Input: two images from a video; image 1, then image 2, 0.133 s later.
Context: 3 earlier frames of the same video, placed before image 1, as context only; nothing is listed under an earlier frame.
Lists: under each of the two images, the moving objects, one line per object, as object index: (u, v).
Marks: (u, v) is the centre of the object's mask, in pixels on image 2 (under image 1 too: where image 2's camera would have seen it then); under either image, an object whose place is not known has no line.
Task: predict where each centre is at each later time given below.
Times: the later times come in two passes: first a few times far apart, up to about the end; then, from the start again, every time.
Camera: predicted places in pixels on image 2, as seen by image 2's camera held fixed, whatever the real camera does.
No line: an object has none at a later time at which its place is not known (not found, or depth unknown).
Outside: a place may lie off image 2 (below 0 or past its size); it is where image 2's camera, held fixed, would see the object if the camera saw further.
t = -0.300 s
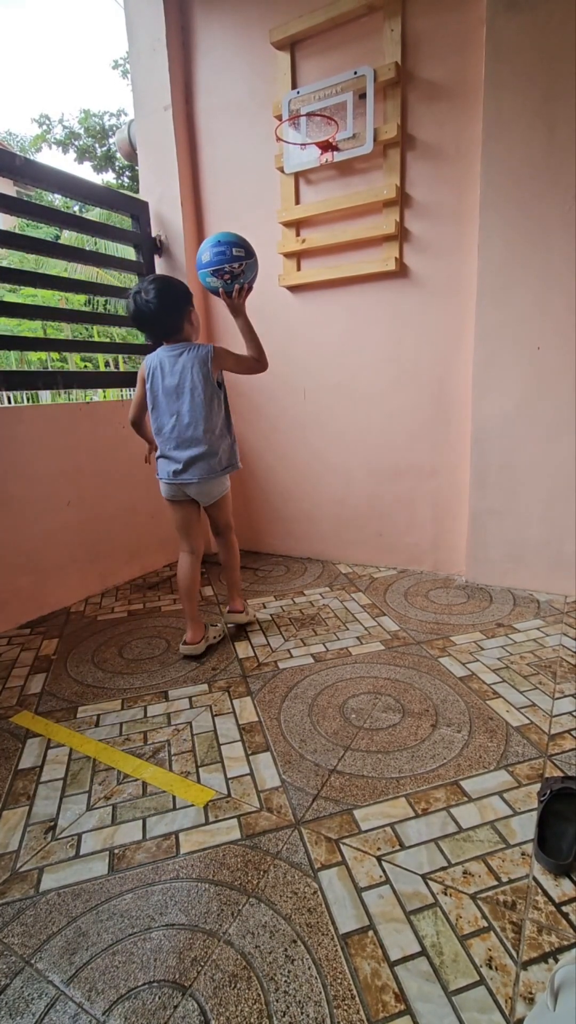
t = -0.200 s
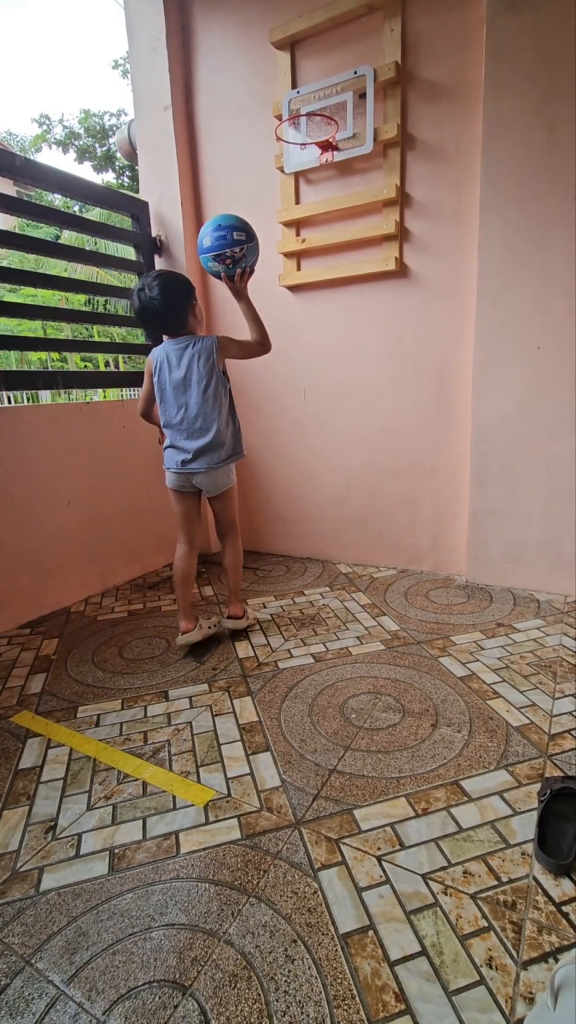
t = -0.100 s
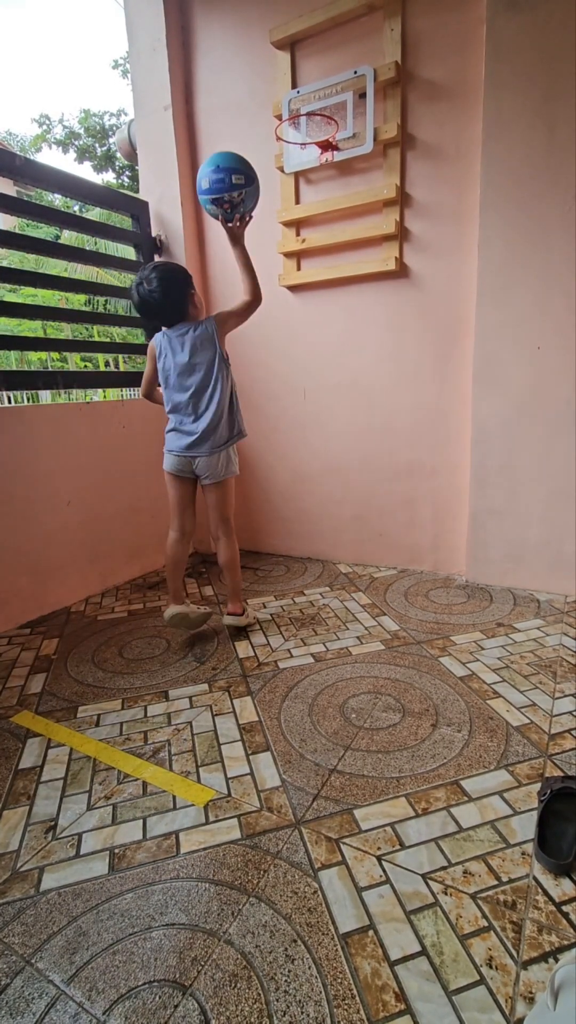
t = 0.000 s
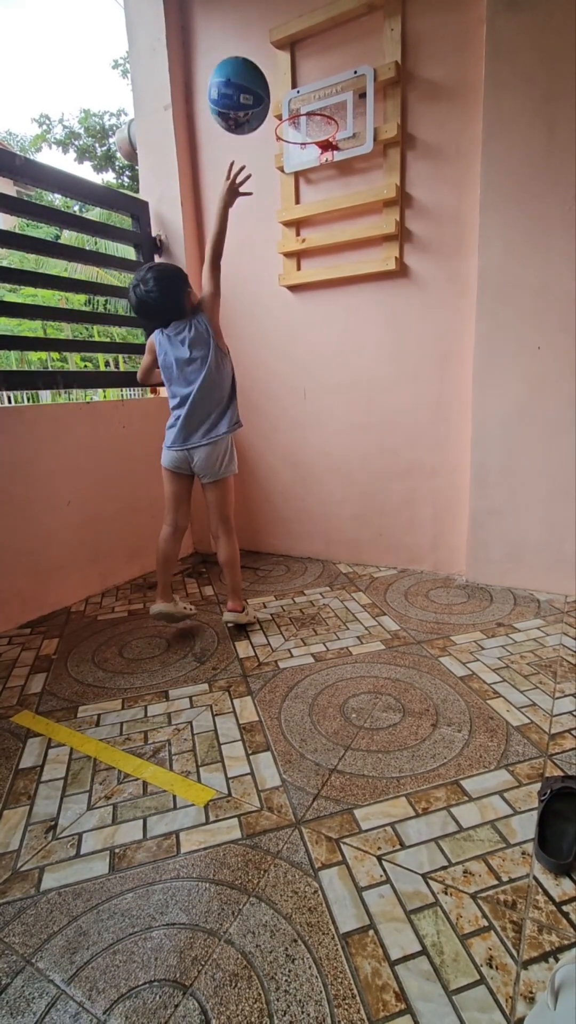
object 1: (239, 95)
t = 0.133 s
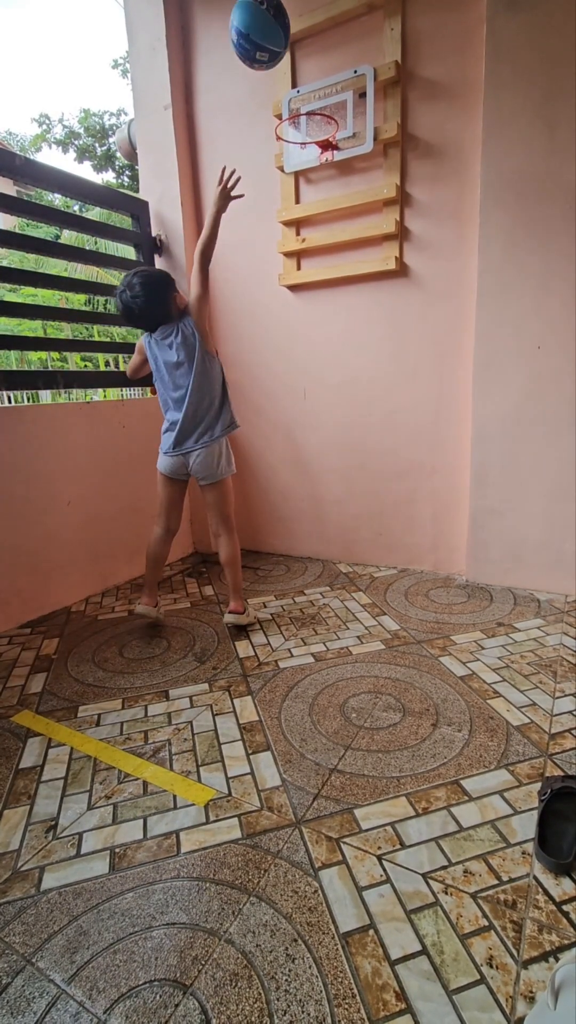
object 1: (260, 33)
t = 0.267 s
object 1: (283, 37)
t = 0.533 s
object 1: (309, 73)
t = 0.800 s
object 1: (307, 130)
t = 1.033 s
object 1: (323, 226)
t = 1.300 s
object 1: (356, 492)
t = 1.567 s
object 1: (369, 391)
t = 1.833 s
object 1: (379, 289)
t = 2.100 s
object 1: (391, 392)
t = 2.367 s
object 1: (398, 537)
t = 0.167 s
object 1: (266, 30)
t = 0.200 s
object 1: (271, 29)
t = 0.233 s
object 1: (277, 32)
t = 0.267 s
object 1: (283, 37)
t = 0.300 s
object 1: (288, 47)
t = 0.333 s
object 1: (294, 62)
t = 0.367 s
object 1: (299, 80)
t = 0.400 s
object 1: (304, 92)
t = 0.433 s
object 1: (306, 94)
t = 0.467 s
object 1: (307, 87)
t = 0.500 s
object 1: (308, 78)
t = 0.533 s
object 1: (309, 73)
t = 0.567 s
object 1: (310, 71)
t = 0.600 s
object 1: (312, 73)
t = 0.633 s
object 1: (313, 79)
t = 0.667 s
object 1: (314, 86)
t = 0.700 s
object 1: (315, 100)
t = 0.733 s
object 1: (315, 111)
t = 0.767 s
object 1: (312, 120)
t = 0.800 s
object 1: (307, 130)
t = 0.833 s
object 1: (303, 135)
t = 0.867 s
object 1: (304, 144)
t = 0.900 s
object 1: (308, 153)
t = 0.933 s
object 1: (312, 166)
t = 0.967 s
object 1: (315, 183)
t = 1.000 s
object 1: (319, 203)
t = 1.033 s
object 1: (323, 226)
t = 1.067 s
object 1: (327, 251)
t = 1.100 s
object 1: (331, 280)
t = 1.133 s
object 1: (335, 310)
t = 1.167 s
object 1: (339, 343)
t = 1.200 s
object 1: (344, 378)
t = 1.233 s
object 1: (348, 414)
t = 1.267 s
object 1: (352, 453)
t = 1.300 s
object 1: (356, 492)
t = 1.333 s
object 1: (360, 533)
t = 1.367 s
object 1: (363, 568)
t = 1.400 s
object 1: (364, 535)
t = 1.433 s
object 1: (365, 503)
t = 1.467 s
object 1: (366, 472)
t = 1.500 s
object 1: (367, 443)
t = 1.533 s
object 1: (368, 416)
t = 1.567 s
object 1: (369, 391)
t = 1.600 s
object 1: (370, 369)
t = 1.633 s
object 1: (371, 348)
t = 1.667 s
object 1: (373, 331)
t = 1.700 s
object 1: (374, 316)
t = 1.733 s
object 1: (375, 305)
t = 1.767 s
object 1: (376, 296)
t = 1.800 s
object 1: (377, 291)
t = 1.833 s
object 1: (379, 289)
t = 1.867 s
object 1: (380, 290)
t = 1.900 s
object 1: (382, 295)
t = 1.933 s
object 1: (383, 303)
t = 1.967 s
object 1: (385, 314)
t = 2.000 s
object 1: (386, 329)
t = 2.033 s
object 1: (387, 347)
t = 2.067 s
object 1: (389, 368)
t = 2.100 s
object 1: (391, 392)
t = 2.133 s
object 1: (392, 418)
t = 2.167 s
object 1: (393, 448)
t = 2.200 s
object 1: (395, 479)
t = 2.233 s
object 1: (396, 513)
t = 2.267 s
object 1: (398, 548)
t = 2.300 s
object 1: (399, 586)
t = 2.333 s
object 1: (399, 565)
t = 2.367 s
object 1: (398, 537)
